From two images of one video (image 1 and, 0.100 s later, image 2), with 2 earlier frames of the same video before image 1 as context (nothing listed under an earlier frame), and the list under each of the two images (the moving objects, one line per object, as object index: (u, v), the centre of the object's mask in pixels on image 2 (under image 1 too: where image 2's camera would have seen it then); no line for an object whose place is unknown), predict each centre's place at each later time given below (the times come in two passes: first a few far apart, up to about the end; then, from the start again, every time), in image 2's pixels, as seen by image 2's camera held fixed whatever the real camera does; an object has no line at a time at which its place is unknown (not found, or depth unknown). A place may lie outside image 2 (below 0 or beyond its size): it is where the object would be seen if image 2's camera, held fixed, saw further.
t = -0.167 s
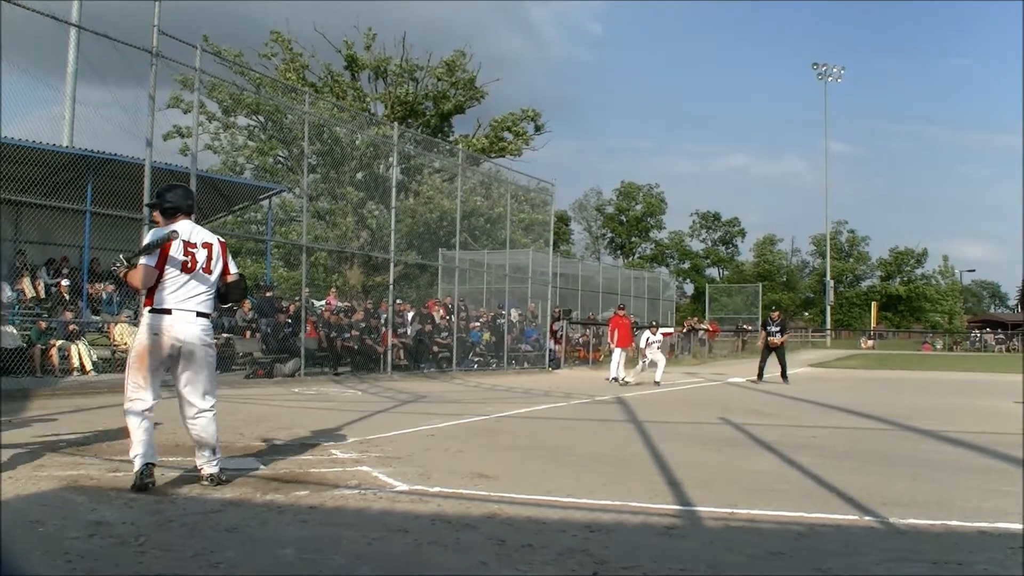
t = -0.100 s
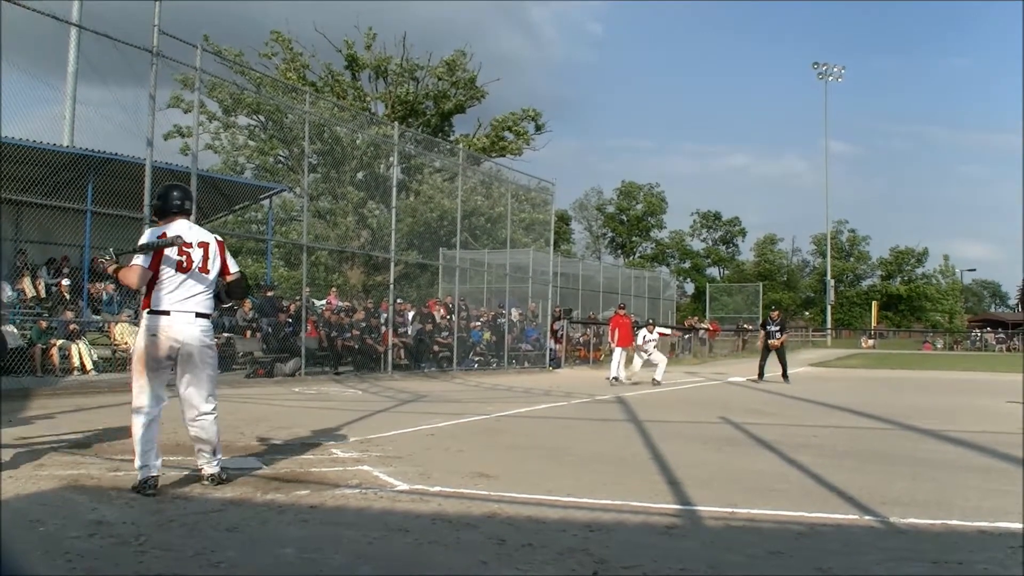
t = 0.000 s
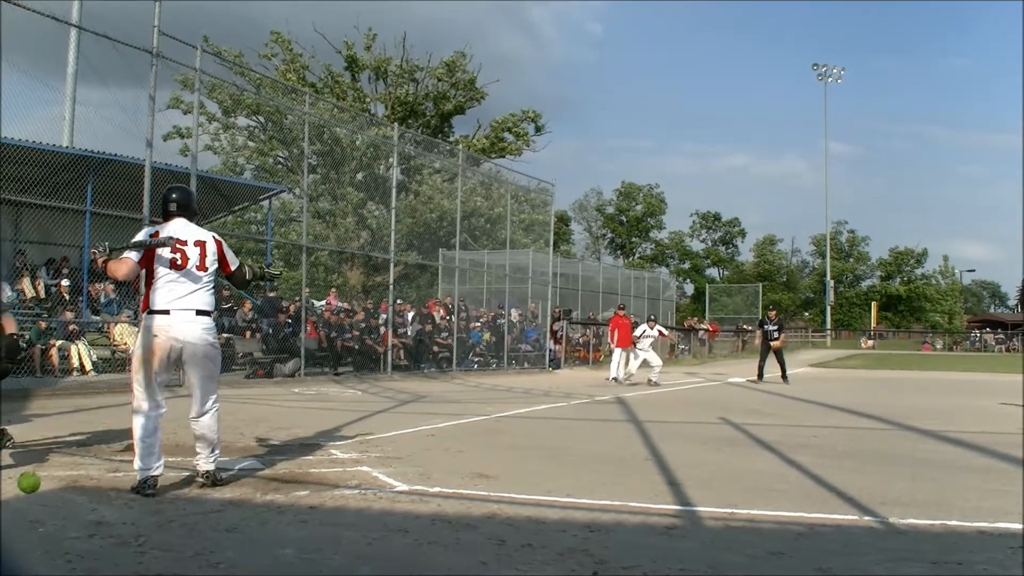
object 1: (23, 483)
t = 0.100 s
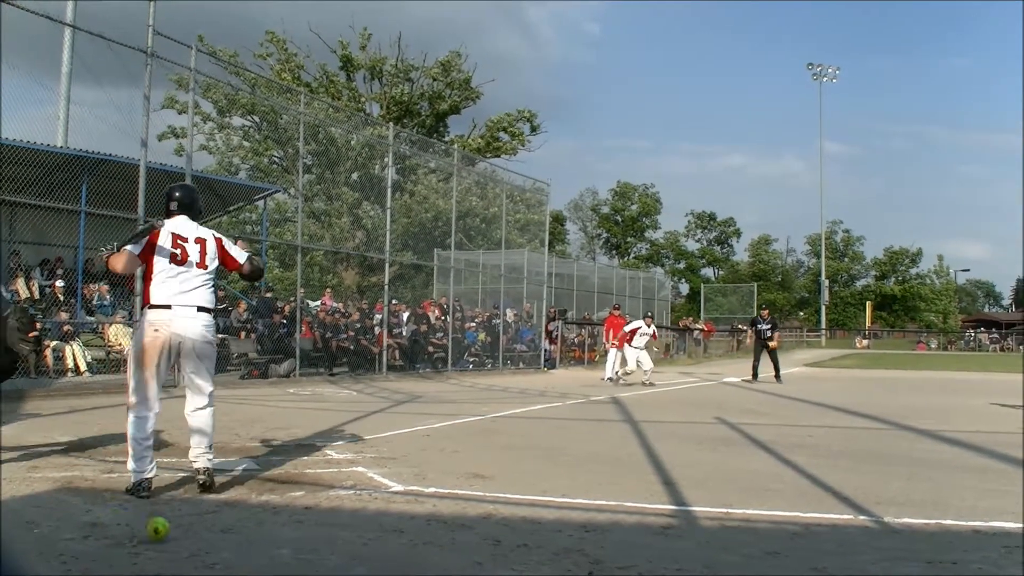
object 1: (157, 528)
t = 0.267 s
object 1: (373, 510)
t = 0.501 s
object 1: (670, 536)
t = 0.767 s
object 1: (967, 527)
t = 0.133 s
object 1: (201, 520)
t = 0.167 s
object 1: (243, 514)
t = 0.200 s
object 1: (285, 511)
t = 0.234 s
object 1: (330, 509)
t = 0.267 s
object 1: (373, 510)
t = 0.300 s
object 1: (417, 515)
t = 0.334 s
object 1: (460, 521)
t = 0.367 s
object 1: (503, 529)
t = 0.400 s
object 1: (547, 541)
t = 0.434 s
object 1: (588, 538)
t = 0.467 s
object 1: (629, 536)
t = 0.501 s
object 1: (670, 536)
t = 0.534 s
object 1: (710, 538)
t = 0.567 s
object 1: (748, 538)
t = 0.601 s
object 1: (787, 534)
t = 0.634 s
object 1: (824, 534)
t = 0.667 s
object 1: (859, 535)
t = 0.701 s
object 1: (896, 534)
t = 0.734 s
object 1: (931, 530)
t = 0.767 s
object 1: (967, 527)
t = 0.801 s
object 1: (1002, 528)
